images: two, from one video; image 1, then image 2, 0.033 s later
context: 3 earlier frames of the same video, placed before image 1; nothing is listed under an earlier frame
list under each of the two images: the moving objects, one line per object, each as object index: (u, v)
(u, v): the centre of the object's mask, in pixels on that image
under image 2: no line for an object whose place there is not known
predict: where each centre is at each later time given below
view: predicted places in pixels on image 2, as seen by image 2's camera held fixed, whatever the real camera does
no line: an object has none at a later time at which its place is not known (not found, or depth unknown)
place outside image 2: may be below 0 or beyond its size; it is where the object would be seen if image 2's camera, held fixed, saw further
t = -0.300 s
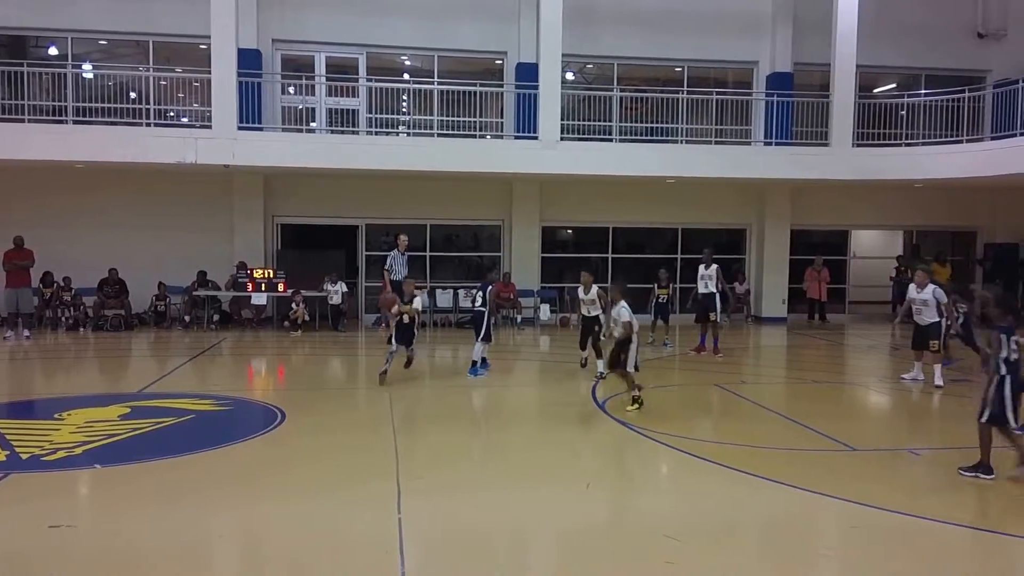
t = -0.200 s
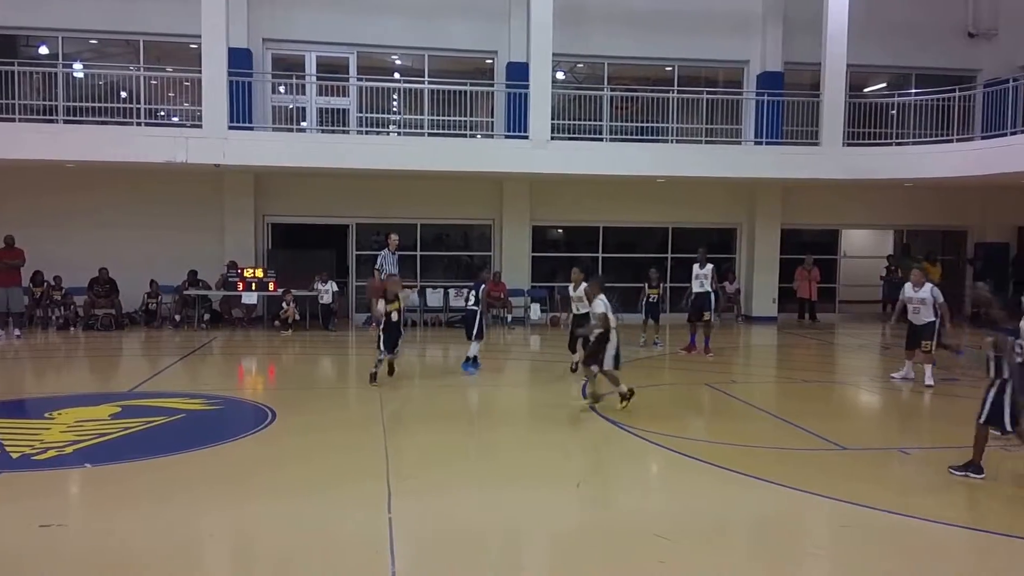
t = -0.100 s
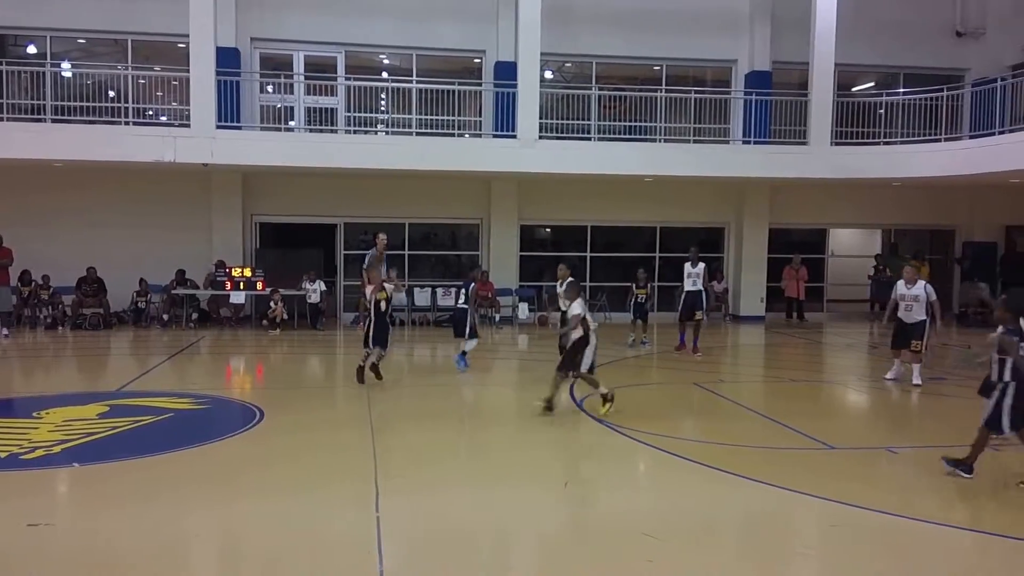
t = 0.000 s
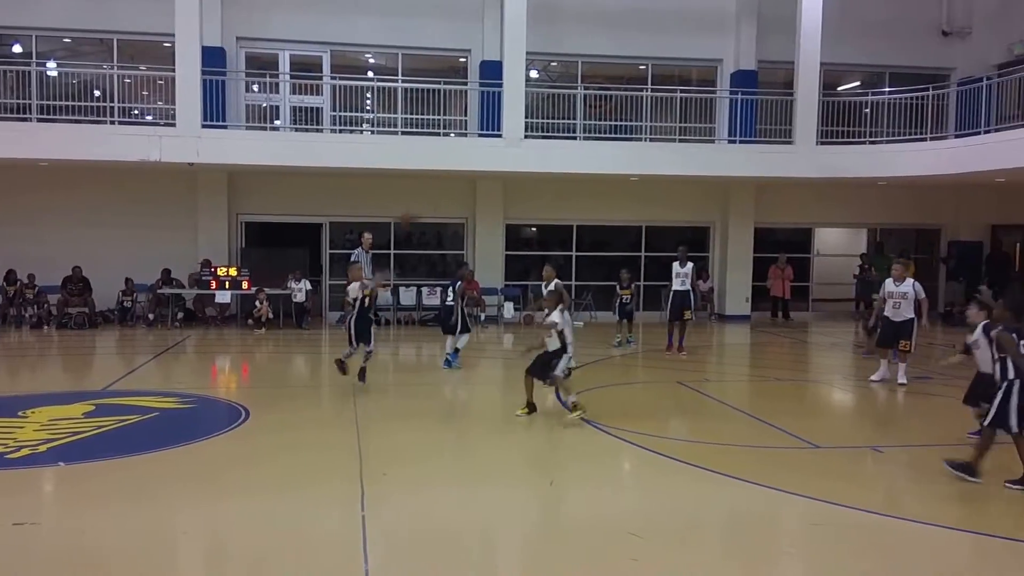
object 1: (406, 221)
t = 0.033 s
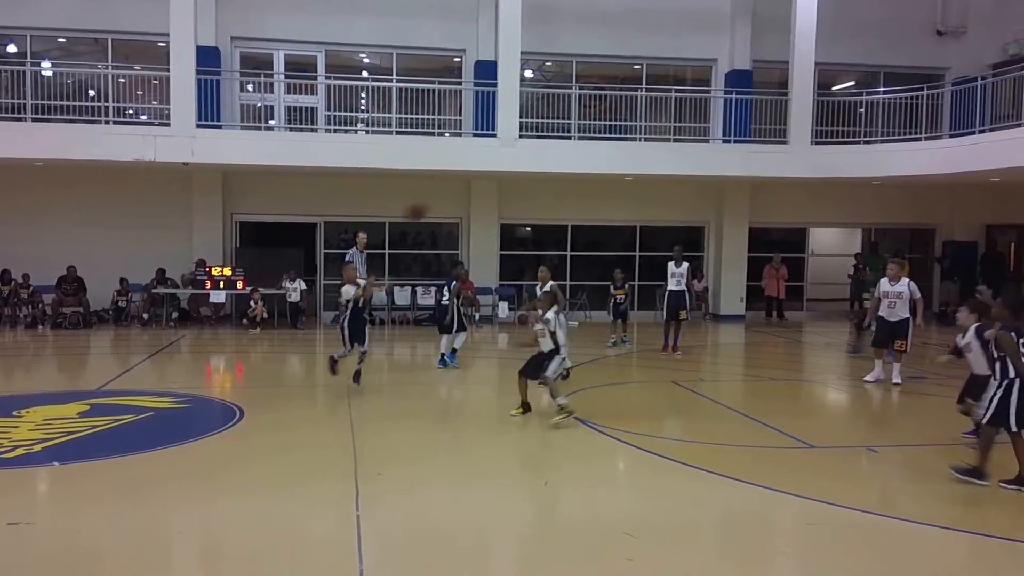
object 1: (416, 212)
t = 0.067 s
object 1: (434, 203)
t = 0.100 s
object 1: (449, 194)
